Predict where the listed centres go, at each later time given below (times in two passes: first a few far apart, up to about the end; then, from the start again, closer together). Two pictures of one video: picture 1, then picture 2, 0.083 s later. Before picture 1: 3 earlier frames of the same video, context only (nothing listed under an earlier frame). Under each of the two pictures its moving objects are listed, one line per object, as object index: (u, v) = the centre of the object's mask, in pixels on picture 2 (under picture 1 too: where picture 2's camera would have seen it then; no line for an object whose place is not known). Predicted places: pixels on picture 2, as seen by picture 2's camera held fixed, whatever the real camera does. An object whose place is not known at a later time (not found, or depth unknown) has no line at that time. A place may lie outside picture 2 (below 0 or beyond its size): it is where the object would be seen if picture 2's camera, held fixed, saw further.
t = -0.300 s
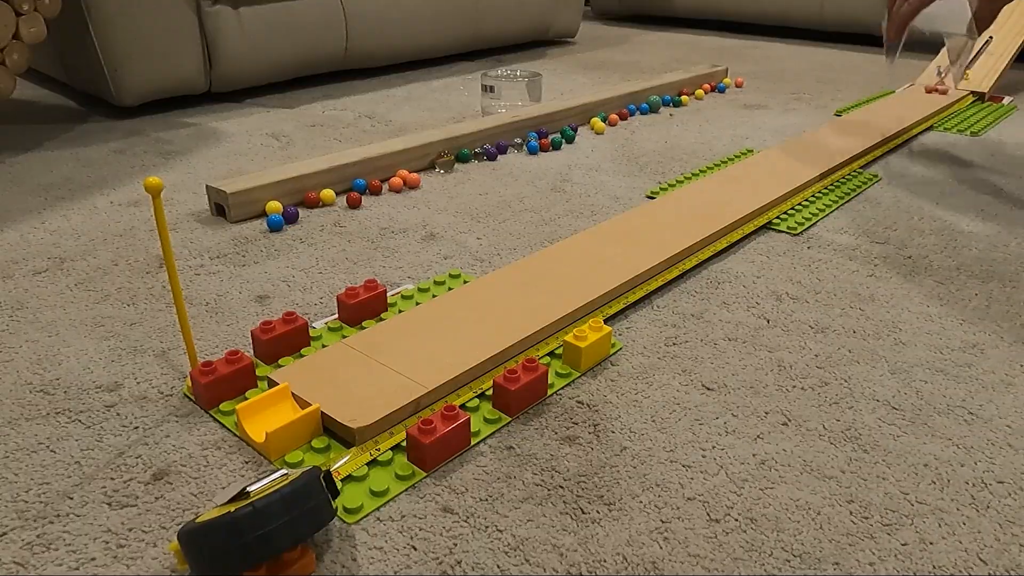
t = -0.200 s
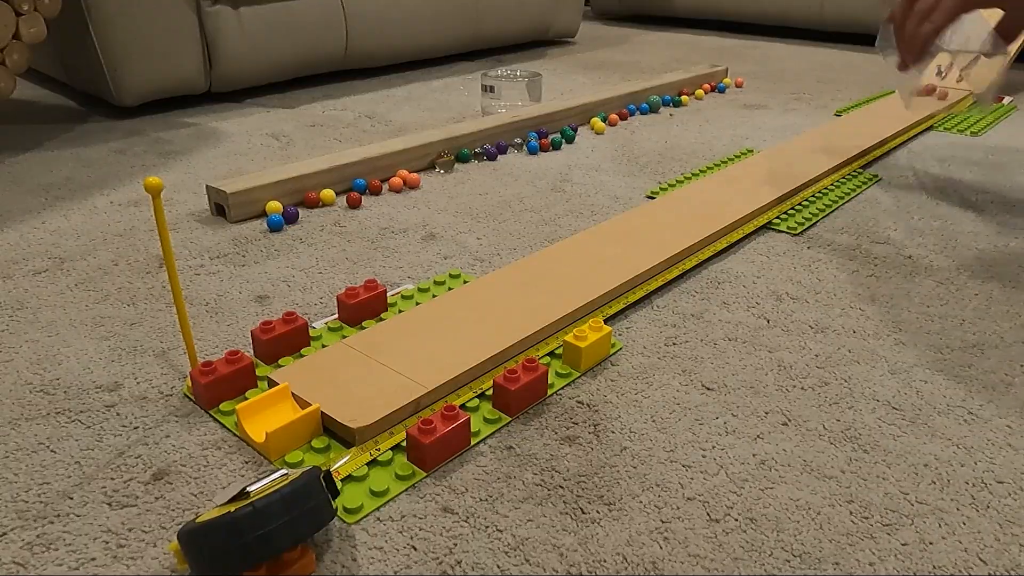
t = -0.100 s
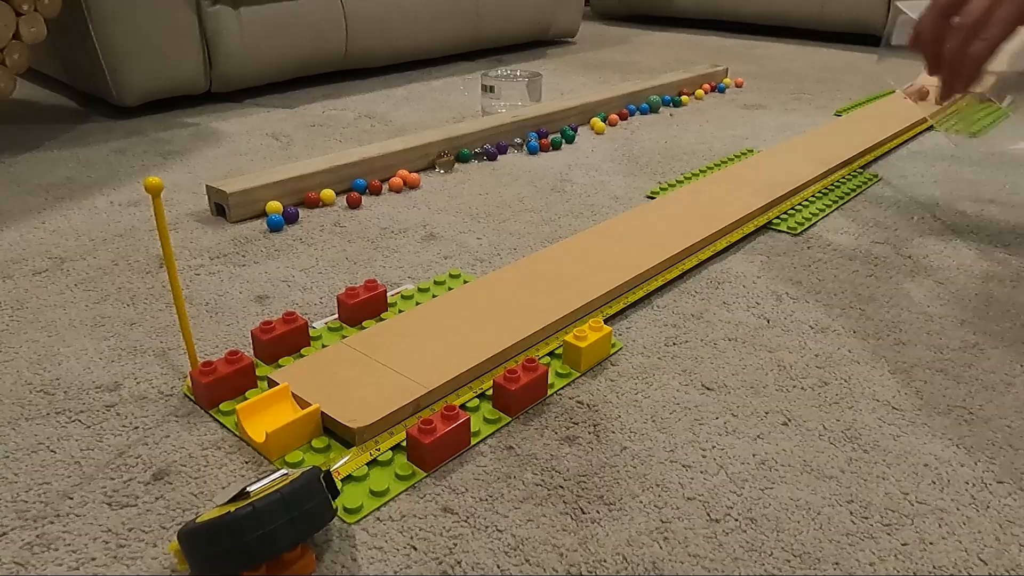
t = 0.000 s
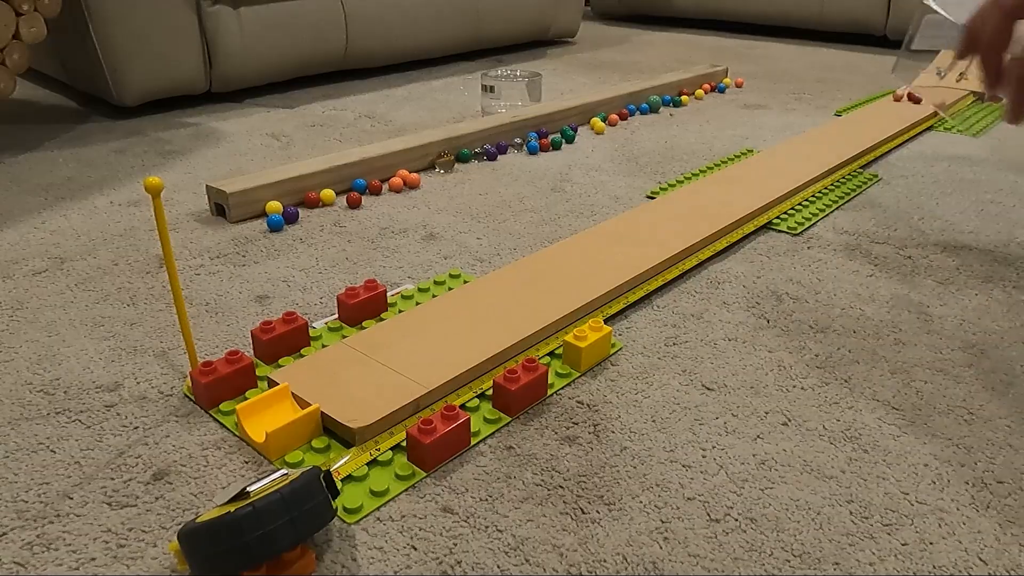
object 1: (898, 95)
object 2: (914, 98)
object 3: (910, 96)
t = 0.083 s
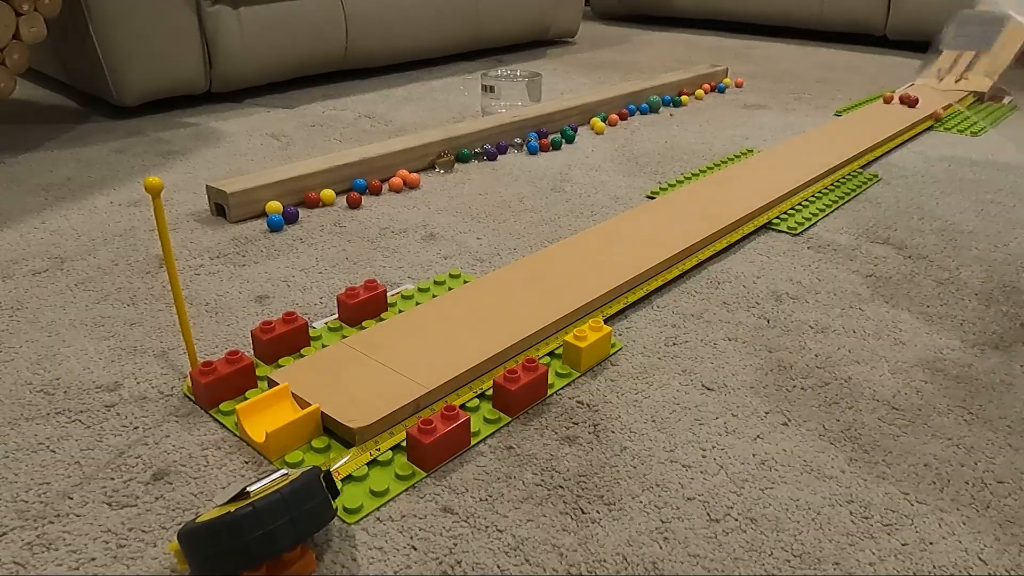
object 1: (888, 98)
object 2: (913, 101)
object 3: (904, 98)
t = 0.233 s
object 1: (870, 102)
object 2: (903, 108)
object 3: (890, 104)
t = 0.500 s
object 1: (822, 120)
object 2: (888, 121)
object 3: (863, 115)
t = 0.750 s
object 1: (782, 120)
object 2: (874, 136)
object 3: (835, 126)
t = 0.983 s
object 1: (769, 120)
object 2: (867, 159)
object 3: (808, 138)
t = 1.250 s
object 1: (770, 120)
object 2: (889, 168)
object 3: (774, 152)
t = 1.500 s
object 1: (770, 120)
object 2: (881, 168)
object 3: (738, 168)
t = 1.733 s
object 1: (770, 120)
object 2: (881, 168)
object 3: (703, 183)
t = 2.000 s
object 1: (770, 120)
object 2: (881, 168)
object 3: (655, 202)
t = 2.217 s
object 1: (770, 120)
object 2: (881, 168)
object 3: (613, 218)
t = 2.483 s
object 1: (770, 120)
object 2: (881, 168)
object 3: (555, 239)
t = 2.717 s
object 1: (770, 120)
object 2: (881, 168)
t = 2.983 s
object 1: (770, 120)
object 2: (881, 168)
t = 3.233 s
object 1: (770, 120)
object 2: (881, 168)
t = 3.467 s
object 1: (770, 120)
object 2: (881, 168)
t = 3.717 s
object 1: (770, 120)
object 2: (881, 168)
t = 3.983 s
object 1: (770, 120)
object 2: (881, 168)
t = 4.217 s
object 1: (770, 120)
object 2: (881, 168)
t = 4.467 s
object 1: (770, 120)
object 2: (881, 168)
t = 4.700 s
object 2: (881, 168)
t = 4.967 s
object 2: (881, 168)
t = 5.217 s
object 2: (881, 168)
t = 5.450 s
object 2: (881, 168)
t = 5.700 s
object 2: (881, 168)
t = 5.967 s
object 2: (881, 168)
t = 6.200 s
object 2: (881, 168)
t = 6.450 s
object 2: (881, 168)
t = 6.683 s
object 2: (881, 168)
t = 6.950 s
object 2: (881, 168)
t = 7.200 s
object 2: (881, 168)
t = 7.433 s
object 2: (881, 168)
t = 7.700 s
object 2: (881, 168)
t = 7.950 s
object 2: (881, 168)
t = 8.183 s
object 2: (881, 168)
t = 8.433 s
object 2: (881, 168)
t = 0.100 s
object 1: (886, 98)
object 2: (912, 102)
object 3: (902, 99)
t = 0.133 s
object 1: (882, 99)
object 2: (909, 103)
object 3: (899, 100)
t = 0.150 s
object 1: (880, 100)
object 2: (908, 104)
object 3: (897, 101)
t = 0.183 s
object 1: (876, 100)
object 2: (907, 106)
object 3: (895, 102)
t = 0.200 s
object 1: (874, 101)
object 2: (906, 107)
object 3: (893, 103)
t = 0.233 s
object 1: (870, 102)
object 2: (903, 108)
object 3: (890, 104)
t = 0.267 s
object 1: (866, 103)
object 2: (901, 110)
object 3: (886, 105)
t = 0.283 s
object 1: (863, 103)
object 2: (900, 110)
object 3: (885, 106)
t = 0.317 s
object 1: (859, 104)
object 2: (898, 112)
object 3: (881, 107)
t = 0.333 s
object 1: (857, 104)
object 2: (898, 113)
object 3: (880, 108)
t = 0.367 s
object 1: (852, 105)
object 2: (895, 115)
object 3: (877, 109)
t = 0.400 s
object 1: (846, 108)
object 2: (894, 116)
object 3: (873, 111)
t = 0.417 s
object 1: (842, 111)
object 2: (893, 117)
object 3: (871, 112)
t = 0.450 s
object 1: (832, 117)
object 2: (891, 119)
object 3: (868, 113)
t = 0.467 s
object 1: (830, 116)
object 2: (890, 120)
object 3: (866, 114)
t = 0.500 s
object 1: (822, 120)
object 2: (888, 121)
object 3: (863, 115)
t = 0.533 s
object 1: (815, 120)
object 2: (886, 123)
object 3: (859, 117)
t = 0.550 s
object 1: (812, 121)
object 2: (885, 124)
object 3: (857, 117)
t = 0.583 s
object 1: (806, 121)
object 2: (883, 126)
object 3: (854, 119)
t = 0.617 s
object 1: (800, 121)
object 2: (881, 128)
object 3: (850, 120)
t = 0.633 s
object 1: (797, 121)
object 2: (880, 129)
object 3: (849, 121)
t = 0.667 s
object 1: (792, 120)
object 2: (879, 131)
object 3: (845, 122)
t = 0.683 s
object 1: (790, 120)
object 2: (878, 132)
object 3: (843, 123)
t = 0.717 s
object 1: (785, 120)
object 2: (876, 134)
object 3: (839, 125)
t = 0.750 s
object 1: (782, 120)
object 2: (874, 136)
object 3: (835, 126)
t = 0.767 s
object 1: (780, 121)
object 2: (873, 137)
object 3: (833, 127)
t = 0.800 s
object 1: (777, 121)
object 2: (871, 139)
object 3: (829, 129)
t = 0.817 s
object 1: (775, 121)
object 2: (871, 140)
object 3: (828, 129)
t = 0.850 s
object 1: (773, 120)
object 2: (869, 142)
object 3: (824, 131)
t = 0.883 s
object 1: (772, 120)
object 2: (869, 148)
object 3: (820, 133)
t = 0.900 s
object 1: (771, 120)
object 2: (868, 153)
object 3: (818, 134)
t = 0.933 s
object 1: (770, 120)
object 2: (870, 154)
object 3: (814, 135)
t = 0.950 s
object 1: (769, 120)
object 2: (869, 154)
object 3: (812, 136)
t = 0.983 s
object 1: (769, 120)
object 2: (867, 159)
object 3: (808, 138)
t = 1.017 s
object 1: (770, 120)
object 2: (870, 164)
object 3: (804, 140)
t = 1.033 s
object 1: (770, 120)
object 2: (872, 163)
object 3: (802, 141)
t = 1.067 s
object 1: (770, 120)
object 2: (876, 164)
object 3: (798, 142)
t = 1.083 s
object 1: (770, 120)
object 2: (878, 165)
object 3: (796, 143)
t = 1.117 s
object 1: (770, 120)
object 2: (882, 168)
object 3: (792, 145)
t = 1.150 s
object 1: (770, 120)
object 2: (885, 168)
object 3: (787, 147)
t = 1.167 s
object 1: (770, 120)
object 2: (887, 168)
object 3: (785, 148)
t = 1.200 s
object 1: (770, 120)
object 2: (888, 168)
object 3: (781, 150)
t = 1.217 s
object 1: (770, 120)
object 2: (889, 168)
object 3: (778, 151)
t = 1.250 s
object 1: (770, 120)
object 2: (889, 168)
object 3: (774, 152)
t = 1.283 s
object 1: (770, 120)
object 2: (888, 168)
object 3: (769, 154)
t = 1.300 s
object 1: (770, 120)
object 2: (888, 168)
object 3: (767, 155)
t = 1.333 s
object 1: (770, 120)
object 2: (886, 168)
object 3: (763, 158)
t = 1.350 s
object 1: (770, 120)
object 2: (885, 168)
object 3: (760, 158)
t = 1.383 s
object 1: (770, 120)
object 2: (883, 168)
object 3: (756, 160)
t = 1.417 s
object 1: (770, 120)
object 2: (882, 168)
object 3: (751, 162)
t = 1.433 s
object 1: (770, 120)
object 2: (881, 168)
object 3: (749, 163)
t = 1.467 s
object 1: (770, 120)
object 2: (881, 168)
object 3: (743, 166)
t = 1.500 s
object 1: (770, 120)
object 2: (881, 168)
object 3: (738, 168)
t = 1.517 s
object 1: (770, 120)
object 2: (881, 168)
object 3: (736, 169)
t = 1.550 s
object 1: (770, 120)
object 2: (881, 168)
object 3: (731, 171)
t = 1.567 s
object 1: (770, 120)
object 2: (881, 168)
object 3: (729, 172)
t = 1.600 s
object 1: (770, 120)
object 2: (881, 168)
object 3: (724, 174)
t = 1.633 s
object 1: (770, 120)
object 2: (881, 168)
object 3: (718, 177)
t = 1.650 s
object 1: (770, 120)
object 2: (881, 168)
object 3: (716, 178)
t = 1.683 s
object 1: (770, 120)
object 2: (881, 168)
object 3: (710, 180)
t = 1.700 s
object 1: (770, 120)
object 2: (881, 168)
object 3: (708, 180)
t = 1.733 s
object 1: (770, 120)
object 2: (881, 168)
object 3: (703, 183)
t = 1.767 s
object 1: (770, 120)
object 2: (881, 168)
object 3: (697, 185)
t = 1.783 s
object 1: (770, 120)
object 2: (881, 168)
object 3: (694, 187)
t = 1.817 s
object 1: (770, 120)
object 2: (881, 168)
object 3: (688, 189)
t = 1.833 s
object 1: (770, 120)
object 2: (881, 168)
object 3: (686, 190)
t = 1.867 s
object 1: (770, 120)
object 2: (881, 168)
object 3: (680, 193)
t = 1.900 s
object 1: (770, 120)
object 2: (881, 168)
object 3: (674, 195)
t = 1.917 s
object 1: (770, 120)
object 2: (881, 168)
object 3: (671, 196)
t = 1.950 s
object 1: (770, 120)
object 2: (881, 168)
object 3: (665, 198)
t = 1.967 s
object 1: (770, 120)
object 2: (881, 168)
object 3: (662, 199)
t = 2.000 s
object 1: (770, 120)
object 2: (881, 168)
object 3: (655, 202)
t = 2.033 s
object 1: (770, 120)
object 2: (881, 168)
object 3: (649, 204)
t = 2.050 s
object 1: (770, 120)
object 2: (881, 168)
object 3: (647, 205)
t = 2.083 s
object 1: (770, 120)
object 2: (881, 168)
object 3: (640, 208)
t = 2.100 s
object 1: (770, 120)
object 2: (881, 168)
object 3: (637, 209)
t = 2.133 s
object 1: (770, 120)
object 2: (881, 168)
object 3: (630, 212)
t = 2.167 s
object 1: (770, 120)
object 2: (881, 168)
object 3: (623, 214)
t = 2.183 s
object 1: (770, 120)
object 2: (881, 168)
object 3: (620, 215)
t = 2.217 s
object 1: (770, 120)
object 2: (881, 168)
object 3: (613, 218)
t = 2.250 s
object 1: (770, 120)
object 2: (881, 168)
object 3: (606, 220)
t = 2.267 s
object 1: (770, 120)
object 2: (881, 168)
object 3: (603, 222)
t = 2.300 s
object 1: (770, 120)
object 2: (881, 168)
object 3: (595, 224)
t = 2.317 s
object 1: (770, 120)
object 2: (881, 168)
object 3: (592, 226)
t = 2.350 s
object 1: (770, 120)
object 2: (881, 168)
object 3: (585, 228)
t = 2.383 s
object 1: (770, 120)
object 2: (881, 168)
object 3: (577, 231)
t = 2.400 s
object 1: (770, 120)
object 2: (881, 168)
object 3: (574, 232)
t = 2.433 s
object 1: (770, 120)
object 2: (881, 168)
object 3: (566, 235)
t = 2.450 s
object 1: (770, 120)
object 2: (881, 168)
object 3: (562, 236)
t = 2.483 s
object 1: (770, 120)
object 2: (881, 168)
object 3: (555, 239)
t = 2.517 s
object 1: (770, 120)
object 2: (881, 168)
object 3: (546, 242)
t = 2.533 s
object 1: (770, 120)
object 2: (881, 168)
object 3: (542, 243)
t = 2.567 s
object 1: (770, 120)
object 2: (881, 168)
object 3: (535, 245)
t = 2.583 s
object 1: (770, 120)
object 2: (881, 168)
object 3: (530, 247)
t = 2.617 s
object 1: (770, 120)
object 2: (881, 168)
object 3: (522, 249)
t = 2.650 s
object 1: (770, 120)
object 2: (881, 168)
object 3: (514, 252)
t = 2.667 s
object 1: (770, 120)
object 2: (881, 168)
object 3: (510, 254)
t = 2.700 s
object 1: (770, 120)
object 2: (881, 168)
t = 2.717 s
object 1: (770, 120)
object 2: (881, 168)
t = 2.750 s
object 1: (770, 120)
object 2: (881, 168)
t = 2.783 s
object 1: (770, 120)
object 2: (881, 168)
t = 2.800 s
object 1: (770, 120)
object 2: (881, 168)
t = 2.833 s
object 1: (770, 120)
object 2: (881, 168)
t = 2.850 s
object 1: (770, 120)
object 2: (881, 168)
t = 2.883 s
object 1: (770, 120)
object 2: (881, 168)
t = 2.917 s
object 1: (770, 120)
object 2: (881, 168)
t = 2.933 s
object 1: (770, 120)
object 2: (881, 168)
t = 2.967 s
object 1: (770, 120)
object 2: (881, 168)
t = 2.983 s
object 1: (770, 120)
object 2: (881, 168)
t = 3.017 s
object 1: (770, 120)
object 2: (881, 168)
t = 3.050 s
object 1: (770, 120)
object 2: (881, 168)
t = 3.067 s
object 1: (770, 120)
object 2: (881, 168)
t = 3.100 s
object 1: (770, 120)
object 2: (881, 168)
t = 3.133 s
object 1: (770, 120)
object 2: (881, 168)
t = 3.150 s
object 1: (770, 120)
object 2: (881, 168)
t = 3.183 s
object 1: (770, 120)
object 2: (881, 168)
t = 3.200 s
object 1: (770, 120)
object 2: (882, 168)
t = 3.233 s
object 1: (770, 120)
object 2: (881, 168)
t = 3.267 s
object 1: (770, 120)
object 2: (882, 168)
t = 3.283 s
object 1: (770, 120)
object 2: (882, 168)
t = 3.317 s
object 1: (770, 120)
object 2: (881, 168)
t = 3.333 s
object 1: (770, 120)
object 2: (881, 168)
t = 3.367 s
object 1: (770, 120)
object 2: (881, 168)
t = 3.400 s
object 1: (770, 120)
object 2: (881, 168)
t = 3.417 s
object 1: (770, 120)
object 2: (881, 168)
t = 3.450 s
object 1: (770, 120)
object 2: (881, 168)
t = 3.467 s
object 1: (770, 120)
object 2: (881, 168)
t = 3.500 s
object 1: (770, 120)
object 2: (881, 168)
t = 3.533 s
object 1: (770, 120)
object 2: (881, 168)
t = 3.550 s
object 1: (770, 120)
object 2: (881, 168)
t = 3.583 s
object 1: (770, 120)
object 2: (881, 168)
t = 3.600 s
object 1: (770, 120)
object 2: (881, 168)
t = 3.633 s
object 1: (770, 120)
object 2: (881, 168)
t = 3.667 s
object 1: (770, 120)
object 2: (881, 168)
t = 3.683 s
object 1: (770, 120)
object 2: (881, 168)
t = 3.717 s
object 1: (770, 120)
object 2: (881, 168)
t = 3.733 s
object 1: (770, 120)
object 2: (881, 168)
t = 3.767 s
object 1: (770, 120)
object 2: (881, 168)
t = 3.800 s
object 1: (770, 120)
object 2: (881, 168)
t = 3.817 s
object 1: (770, 120)
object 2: (881, 168)
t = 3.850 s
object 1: (770, 120)
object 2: (881, 168)
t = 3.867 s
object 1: (770, 120)
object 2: (881, 168)
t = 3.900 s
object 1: (770, 120)
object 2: (881, 168)
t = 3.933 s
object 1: (770, 120)
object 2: (881, 168)
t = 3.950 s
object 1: (770, 120)
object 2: (881, 168)
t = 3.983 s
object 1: (770, 120)
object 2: (881, 168)
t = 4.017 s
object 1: (770, 120)
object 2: (881, 168)
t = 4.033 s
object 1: (770, 120)
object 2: (881, 168)
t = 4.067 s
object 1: (770, 120)
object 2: (881, 168)
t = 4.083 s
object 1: (770, 120)
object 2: (881, 168)
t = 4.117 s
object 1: (770, 120)
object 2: (881, 168)
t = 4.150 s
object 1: (770, 120)
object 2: (881, 168)
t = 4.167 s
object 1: (770, 120)
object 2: (881, 168)
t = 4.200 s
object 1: (770, 120)
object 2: (881, 168)
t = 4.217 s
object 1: (770, 120)
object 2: (881, 168)
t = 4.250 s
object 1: (770, 120)
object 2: (881, 168)
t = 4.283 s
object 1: (770, 120)
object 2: (881, 168)
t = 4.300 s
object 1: (770, 120)
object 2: (881, 168)
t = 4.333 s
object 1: (770, 120)
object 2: (881, 168)
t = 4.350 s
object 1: (770, 120)
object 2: (881, 168)
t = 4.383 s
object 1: (770, 120)
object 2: (881, 168)
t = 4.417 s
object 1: (770, 120)
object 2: (881, 168)
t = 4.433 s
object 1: (770, 120)
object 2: (881, 168)
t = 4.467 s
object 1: (770, 120)
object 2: (881, 168)
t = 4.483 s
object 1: (770, 120)
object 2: (881, 168)
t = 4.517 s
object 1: (770, 120)
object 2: (881, 168)
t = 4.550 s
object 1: (770, 120)
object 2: (881, 168)
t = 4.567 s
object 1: (770, 120)
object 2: (881, 168)
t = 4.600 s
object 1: (770, 120)
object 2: (881, 168)
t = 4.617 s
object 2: (881, 168)
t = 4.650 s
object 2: (881, 168)
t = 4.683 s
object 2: (881, 168)
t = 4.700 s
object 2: (881, 168)
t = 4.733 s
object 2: (881, 168)
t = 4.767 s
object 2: (881, 168)
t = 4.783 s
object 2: (881, 168)
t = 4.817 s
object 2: (881, 168)
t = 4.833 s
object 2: (881, 168)
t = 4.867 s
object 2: (881, 168)
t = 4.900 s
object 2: (881, 168)
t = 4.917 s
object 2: (881, 168)
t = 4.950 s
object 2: (881, 168)
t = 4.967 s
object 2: (881, 168)
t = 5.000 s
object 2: (881, 168)
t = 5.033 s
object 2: (881, 168)
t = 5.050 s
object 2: (881, 168)
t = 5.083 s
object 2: (881, 168)
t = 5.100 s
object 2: (881, 168)
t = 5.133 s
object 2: (881, 168)
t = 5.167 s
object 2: (881, 168)
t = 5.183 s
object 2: (881, 168)
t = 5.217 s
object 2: (881, 168)
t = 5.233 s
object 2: (881, 168)
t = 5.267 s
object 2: (881, 168)
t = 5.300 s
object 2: (881, 168)
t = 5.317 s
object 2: (881, 168)
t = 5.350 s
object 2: (881, 168)
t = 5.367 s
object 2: (881, 168)
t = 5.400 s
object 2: (881, 168)
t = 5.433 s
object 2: (881, 168)
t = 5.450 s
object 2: (881, 168)
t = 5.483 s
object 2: (881, 168)
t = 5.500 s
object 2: (881, 168)
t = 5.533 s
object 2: (881, 168)
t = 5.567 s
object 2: (881, 168)
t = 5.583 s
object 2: (881, 168)
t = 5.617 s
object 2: (881, 168)
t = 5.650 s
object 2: (881, 168)
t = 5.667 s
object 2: (881, 168)
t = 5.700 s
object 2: (881, 168)
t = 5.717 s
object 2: (881, 168)
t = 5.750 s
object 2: (881, 168)
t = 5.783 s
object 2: (881, 168)
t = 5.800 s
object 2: (881, 168)
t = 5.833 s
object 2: (881, 168)
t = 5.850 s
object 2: (881, 168)
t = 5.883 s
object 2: (881, 168)
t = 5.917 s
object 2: (881, 168)
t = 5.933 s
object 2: (881, 168)
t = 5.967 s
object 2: (881, 168)
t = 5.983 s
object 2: (881, 168)
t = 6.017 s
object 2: (881, 168)
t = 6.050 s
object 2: (881, 168)
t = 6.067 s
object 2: (881, 168)
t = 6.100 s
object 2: (881, 168)
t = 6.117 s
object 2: (881, 168)
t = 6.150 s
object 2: (881, 168)
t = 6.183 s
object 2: (881, 168)
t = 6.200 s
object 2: (881, 168)
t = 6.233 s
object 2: (881, 168)
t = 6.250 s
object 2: (881, 168)
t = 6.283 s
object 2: (881, 168)
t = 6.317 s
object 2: (881, 168)
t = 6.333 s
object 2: (881, 168)
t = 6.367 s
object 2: (881, 168)
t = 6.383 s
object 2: (881, 168)
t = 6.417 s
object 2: (881, 168)
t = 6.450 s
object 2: (881, 168)
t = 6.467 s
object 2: (881, 168)
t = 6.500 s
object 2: (881, 168)
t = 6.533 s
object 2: (881, 168)
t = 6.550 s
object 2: (881, 168)
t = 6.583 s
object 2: (881, 168)
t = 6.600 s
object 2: (881, 168)
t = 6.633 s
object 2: (881, 168)
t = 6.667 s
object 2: (881, 168)
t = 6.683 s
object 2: (881, 168)
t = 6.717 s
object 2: (881, 168)
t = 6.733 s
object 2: (881, 168)
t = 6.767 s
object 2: (881, 168)
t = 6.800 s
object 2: (881, 168)
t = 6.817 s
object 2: (881, 168)
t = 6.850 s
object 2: (881, 168)
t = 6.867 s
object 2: (881, 168)
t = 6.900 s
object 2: (881, 168)
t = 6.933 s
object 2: (881, 168)
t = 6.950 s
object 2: (881, 168)
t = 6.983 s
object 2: (881, 168)
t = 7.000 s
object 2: (881, 168)
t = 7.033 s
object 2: (881, 168)
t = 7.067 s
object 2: (881, 168)
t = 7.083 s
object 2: (881, 168)
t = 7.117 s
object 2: (881, 168)
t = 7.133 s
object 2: (881, 168)
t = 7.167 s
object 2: (881, 168)
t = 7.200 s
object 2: (881, 168)
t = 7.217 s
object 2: (881, 168)
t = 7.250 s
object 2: (881, 168)
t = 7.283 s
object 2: (881, 168)
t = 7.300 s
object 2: (881, 168)
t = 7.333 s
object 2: (881, 168)
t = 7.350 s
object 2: (881, 168)
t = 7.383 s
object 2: (881, 168)
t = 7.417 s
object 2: (881, 168)
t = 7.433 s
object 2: (881, 168)
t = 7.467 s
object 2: (881, 168)
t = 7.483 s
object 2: (881, 168)
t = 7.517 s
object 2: (881, 168)
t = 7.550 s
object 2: (881, 168)
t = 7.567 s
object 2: (881, 168)
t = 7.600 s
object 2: (881, 168)
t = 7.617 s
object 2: (881, 168)
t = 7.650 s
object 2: (881, 168)
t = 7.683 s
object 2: (881, 168)
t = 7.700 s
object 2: (881, 168)
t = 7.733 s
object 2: (881, 168)
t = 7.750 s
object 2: (881, 168)
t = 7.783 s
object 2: (881, 168)
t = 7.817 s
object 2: (881, 168)
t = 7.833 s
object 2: (881, 168)
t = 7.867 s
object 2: (881, 168)
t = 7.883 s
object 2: (881, 168)
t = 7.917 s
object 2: (881, 168)
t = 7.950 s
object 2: (881, 168)
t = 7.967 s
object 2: (881, 168)
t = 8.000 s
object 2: (881, 168)
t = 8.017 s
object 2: (881, 168)
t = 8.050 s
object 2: (881, 168)
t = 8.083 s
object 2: (881, 168)
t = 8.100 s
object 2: (881, 168)
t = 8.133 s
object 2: (881, 168)
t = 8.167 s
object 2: (881, 168)
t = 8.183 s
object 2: (881, 168)
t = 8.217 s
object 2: (881, 168)
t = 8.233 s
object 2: (881, 168)
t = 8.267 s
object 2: (881, 168)
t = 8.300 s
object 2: (881, 168)
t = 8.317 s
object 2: (881, 168)
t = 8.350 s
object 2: (881, 168)
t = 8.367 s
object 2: (881, 168)
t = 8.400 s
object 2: (881, 168)
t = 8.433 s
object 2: (881, 168)
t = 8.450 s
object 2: (881, 168)
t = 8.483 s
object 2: (881, 168)
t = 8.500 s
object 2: (881, 168)
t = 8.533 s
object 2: (881, 168)
